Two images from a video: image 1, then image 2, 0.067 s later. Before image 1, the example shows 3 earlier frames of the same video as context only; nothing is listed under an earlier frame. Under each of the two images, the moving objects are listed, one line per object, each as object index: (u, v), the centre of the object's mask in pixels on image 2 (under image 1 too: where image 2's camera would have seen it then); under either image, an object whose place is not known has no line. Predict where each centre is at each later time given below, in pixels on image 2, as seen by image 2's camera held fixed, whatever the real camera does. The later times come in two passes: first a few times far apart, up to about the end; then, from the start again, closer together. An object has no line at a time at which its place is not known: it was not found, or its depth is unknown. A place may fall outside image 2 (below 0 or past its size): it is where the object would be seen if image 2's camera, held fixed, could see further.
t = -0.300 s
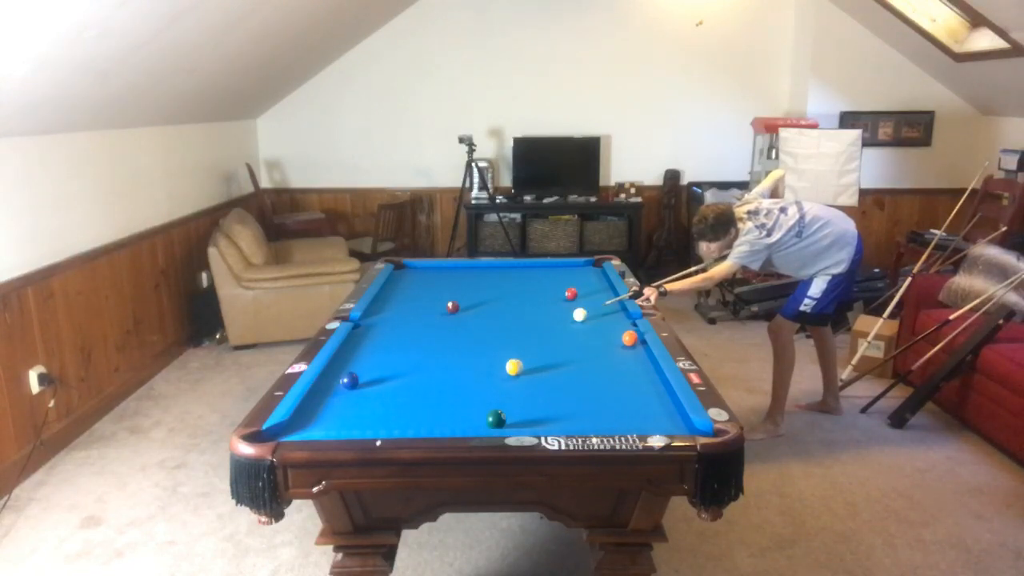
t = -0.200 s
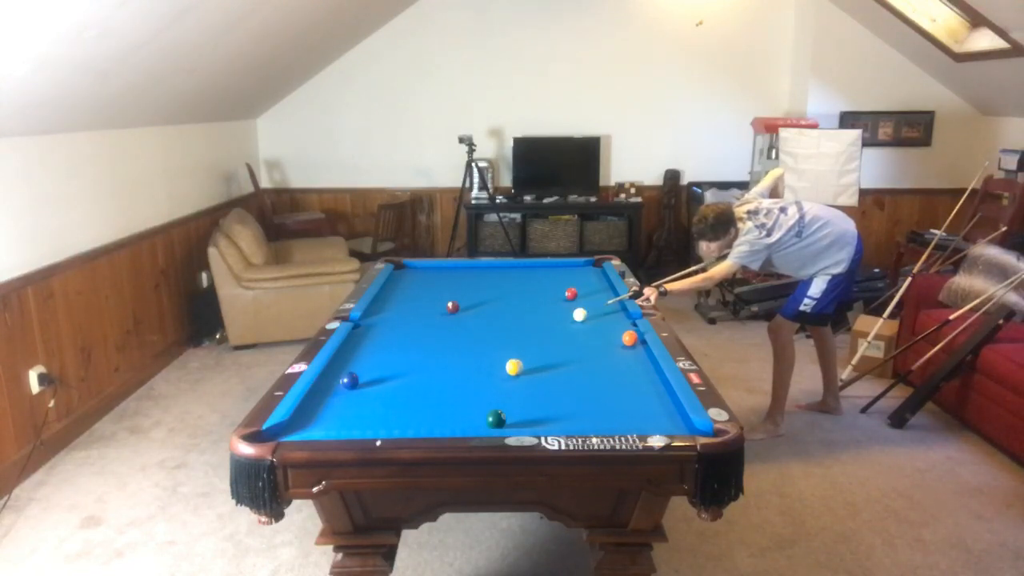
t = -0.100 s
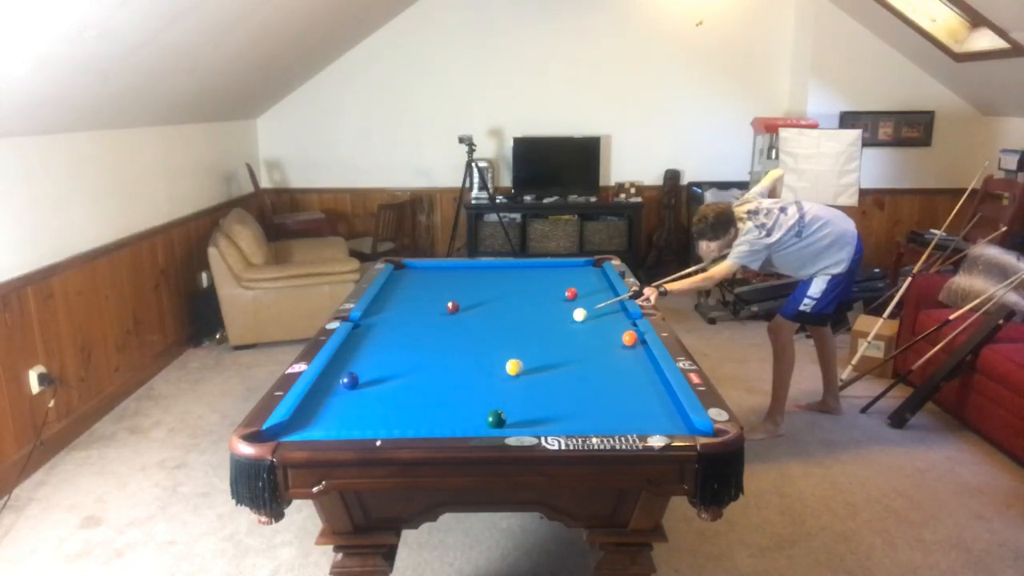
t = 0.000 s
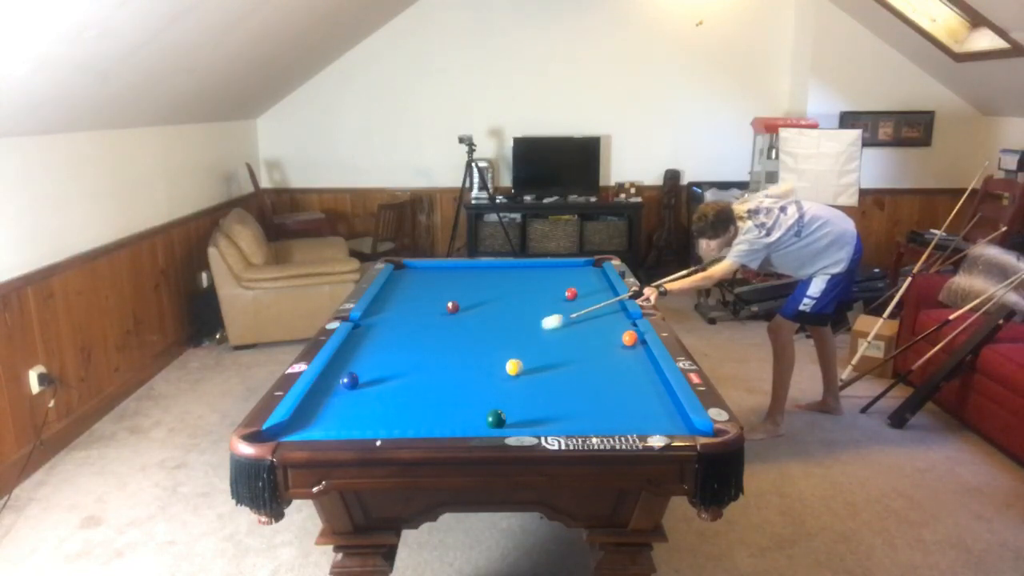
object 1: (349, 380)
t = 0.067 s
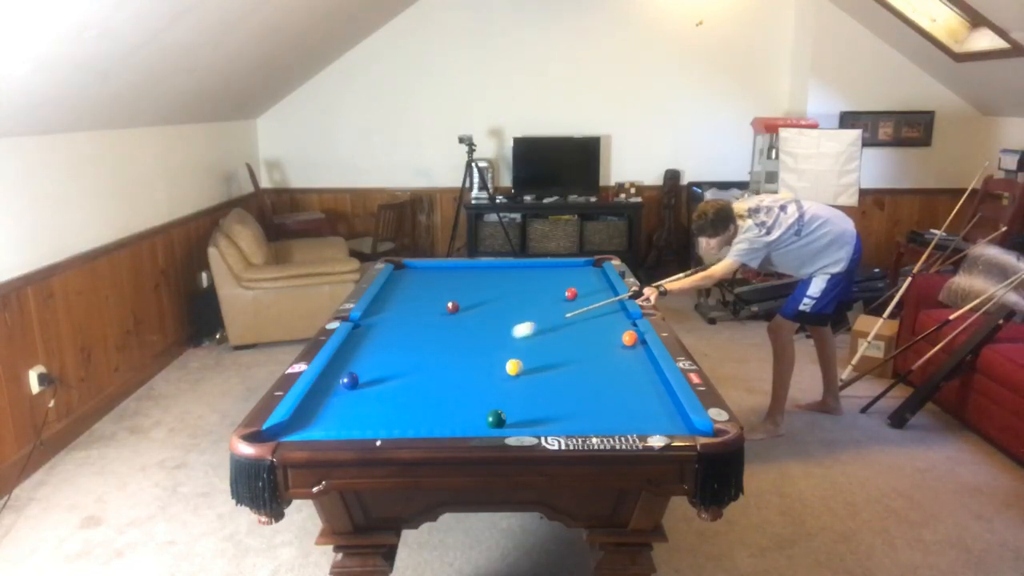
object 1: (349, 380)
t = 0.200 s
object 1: (349, 380)
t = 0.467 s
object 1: (346, 383)
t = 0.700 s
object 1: (303, 415)
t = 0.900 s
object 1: (277, 435)
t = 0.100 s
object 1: (349, 380)
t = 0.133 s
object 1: (349, 380)
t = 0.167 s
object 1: (349, 380)
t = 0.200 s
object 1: (349, 380)
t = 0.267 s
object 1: (349, 380)
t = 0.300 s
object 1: (349, 380)
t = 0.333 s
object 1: (349, 380)
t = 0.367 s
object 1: (349, 380)
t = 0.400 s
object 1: (349, 380)
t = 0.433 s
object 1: (349, 380)
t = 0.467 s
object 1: (346, 383)
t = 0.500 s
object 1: (339, 387)
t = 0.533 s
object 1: (334, 392)
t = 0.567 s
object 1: (327, 398)
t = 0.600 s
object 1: (320, 404)
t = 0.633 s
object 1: (314, 408)
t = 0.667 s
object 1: (308, 412)
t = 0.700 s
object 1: (303, 415)
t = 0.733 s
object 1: (297, 420)
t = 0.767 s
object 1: (295, 425)
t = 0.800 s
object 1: (292, 427)
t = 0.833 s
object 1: (289, 429)
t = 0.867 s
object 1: (285, 432)
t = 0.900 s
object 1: (277, 435)
